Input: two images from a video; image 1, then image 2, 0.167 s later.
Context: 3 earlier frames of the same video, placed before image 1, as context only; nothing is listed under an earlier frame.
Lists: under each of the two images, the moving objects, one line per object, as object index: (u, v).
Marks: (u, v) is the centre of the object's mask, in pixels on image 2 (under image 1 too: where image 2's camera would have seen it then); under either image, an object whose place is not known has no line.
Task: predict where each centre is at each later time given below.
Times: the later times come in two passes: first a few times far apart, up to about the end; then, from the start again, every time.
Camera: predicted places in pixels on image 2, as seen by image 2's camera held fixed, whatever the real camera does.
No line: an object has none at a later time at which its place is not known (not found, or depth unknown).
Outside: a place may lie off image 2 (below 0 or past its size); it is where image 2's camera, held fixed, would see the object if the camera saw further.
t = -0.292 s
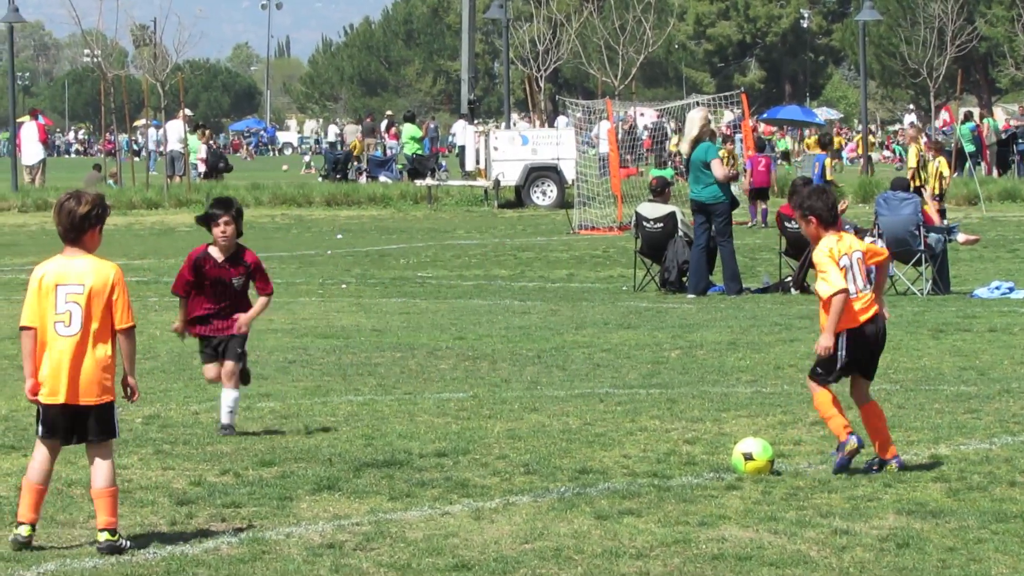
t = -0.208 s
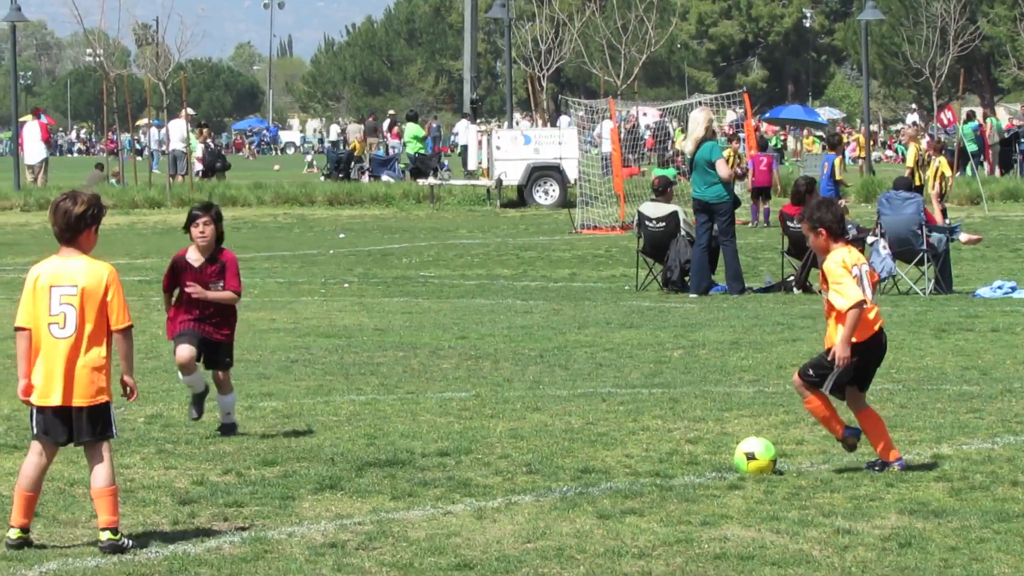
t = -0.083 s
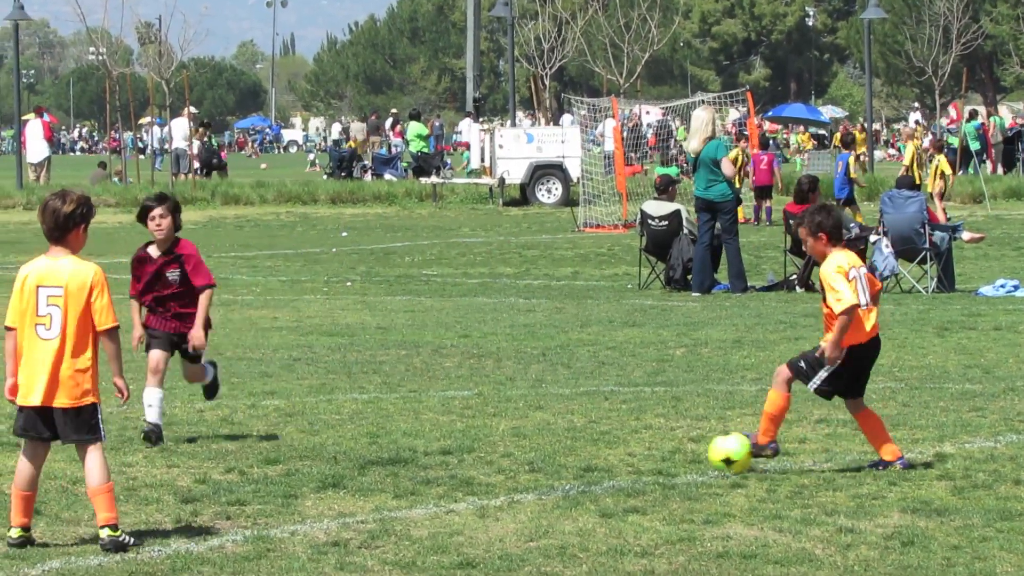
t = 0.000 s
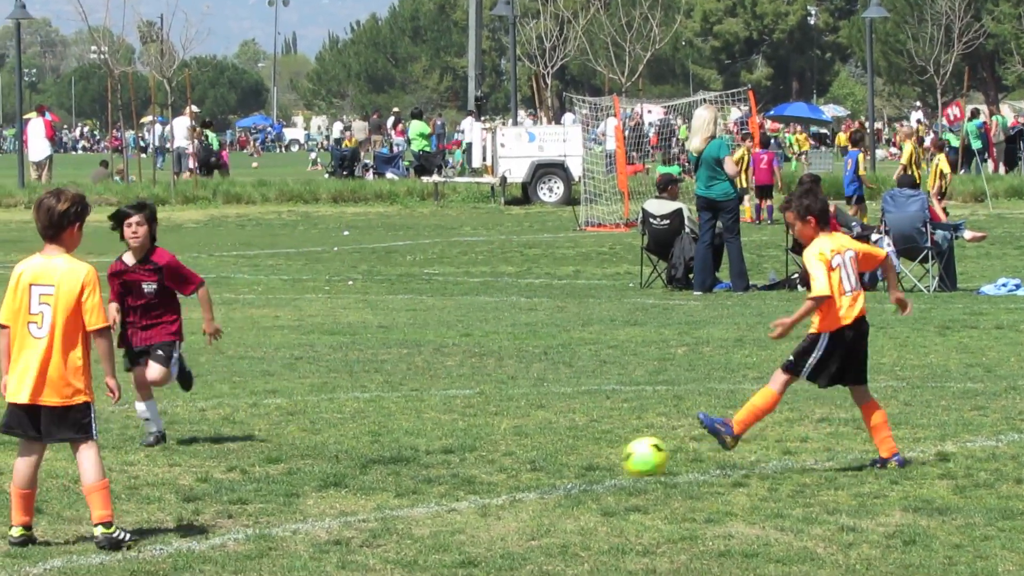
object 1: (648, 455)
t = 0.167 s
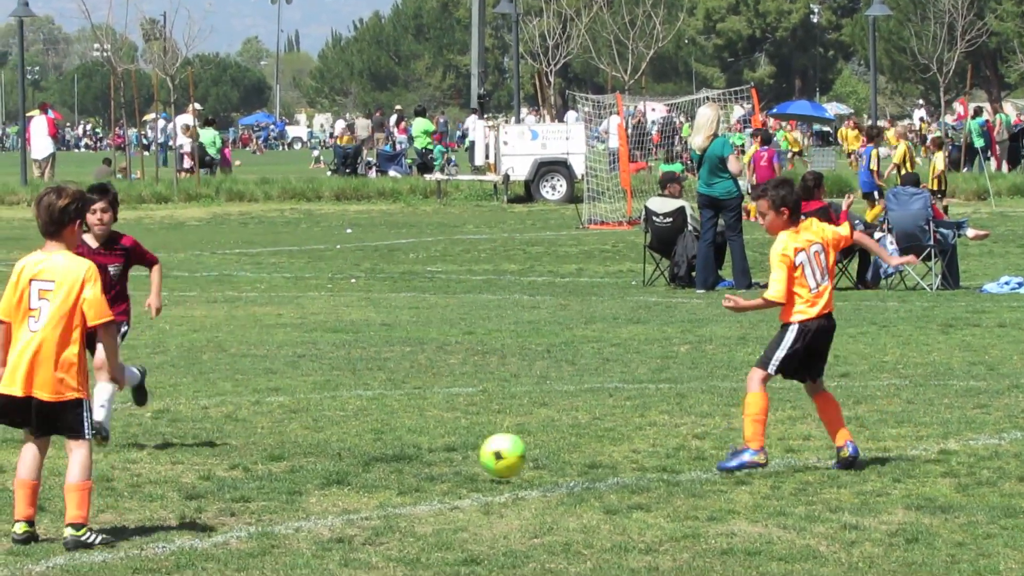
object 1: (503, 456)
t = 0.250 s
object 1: (436, 464)
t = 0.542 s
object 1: (228, 440)
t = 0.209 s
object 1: (467, 463)
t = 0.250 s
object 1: (436, 464)
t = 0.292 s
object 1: (403, 460)
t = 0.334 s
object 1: (373, 461)
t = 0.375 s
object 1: (342, 466)
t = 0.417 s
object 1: (311, 472)
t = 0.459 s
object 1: (281, 462)
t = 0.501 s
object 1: (255, 450)
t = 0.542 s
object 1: (228, 440)
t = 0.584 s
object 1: (200, 434)
